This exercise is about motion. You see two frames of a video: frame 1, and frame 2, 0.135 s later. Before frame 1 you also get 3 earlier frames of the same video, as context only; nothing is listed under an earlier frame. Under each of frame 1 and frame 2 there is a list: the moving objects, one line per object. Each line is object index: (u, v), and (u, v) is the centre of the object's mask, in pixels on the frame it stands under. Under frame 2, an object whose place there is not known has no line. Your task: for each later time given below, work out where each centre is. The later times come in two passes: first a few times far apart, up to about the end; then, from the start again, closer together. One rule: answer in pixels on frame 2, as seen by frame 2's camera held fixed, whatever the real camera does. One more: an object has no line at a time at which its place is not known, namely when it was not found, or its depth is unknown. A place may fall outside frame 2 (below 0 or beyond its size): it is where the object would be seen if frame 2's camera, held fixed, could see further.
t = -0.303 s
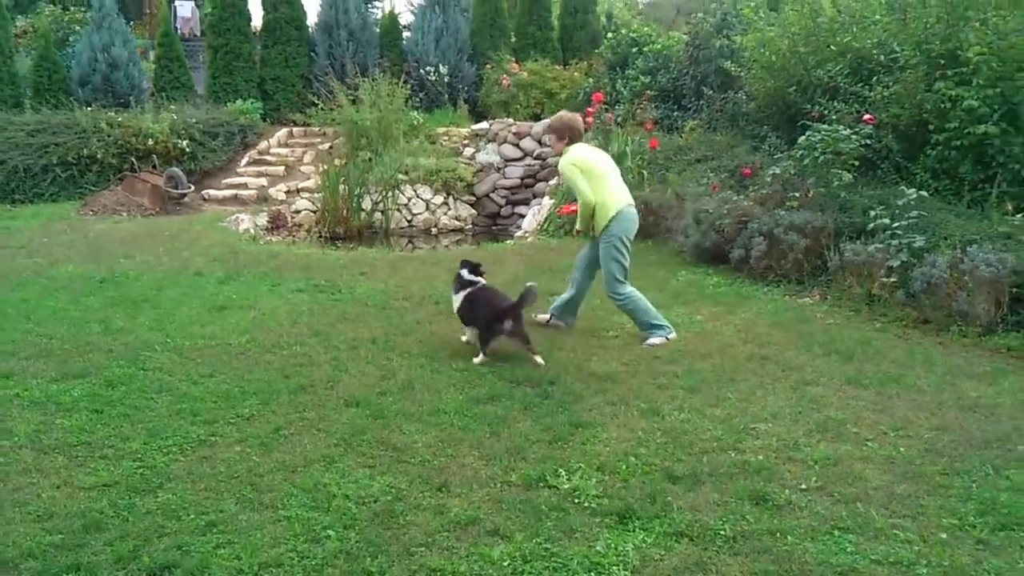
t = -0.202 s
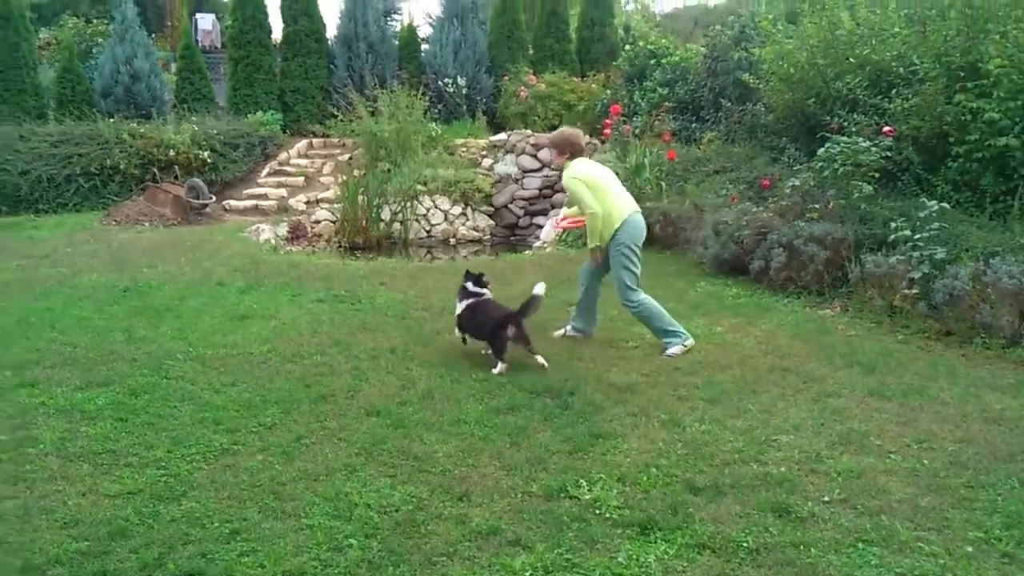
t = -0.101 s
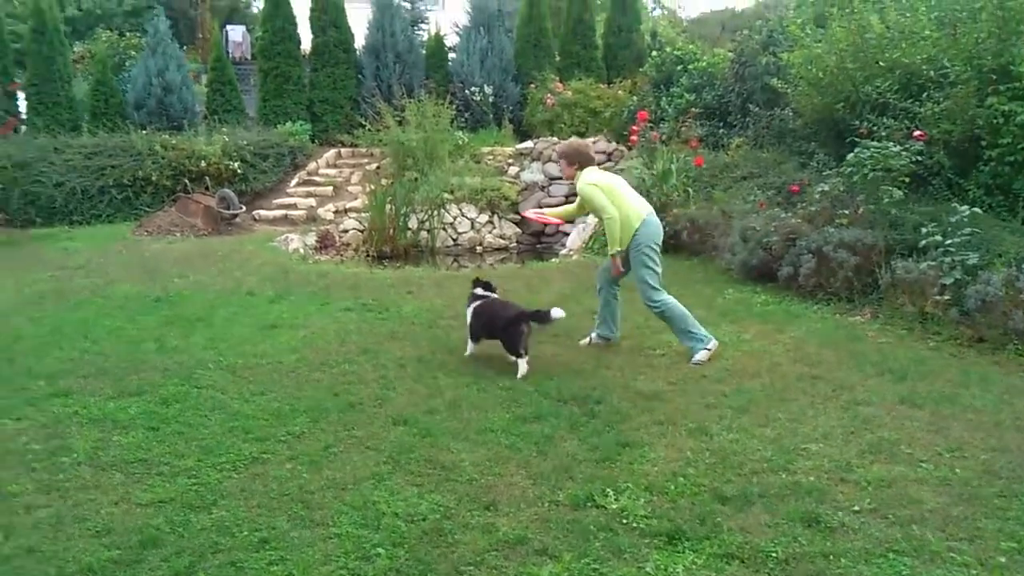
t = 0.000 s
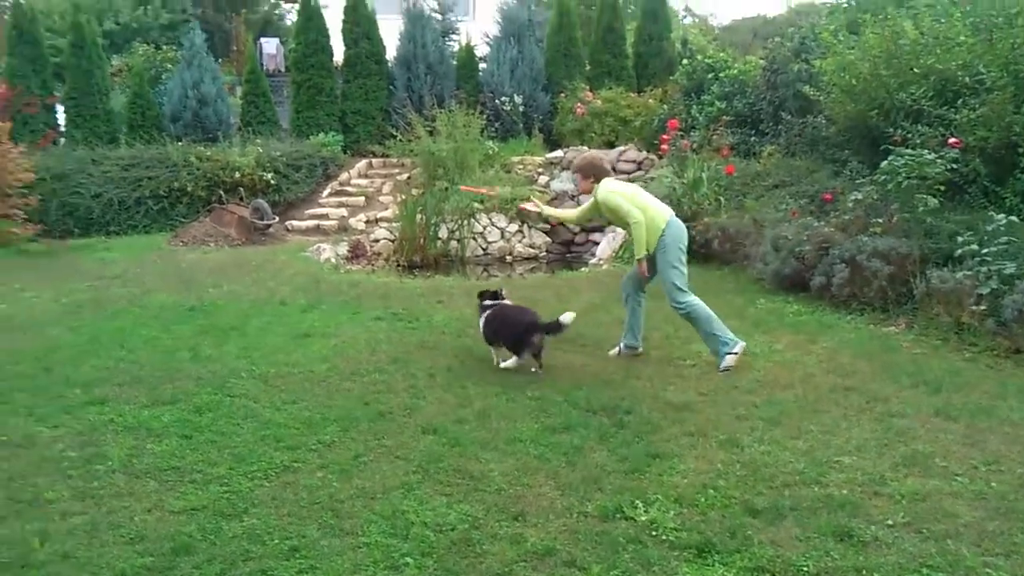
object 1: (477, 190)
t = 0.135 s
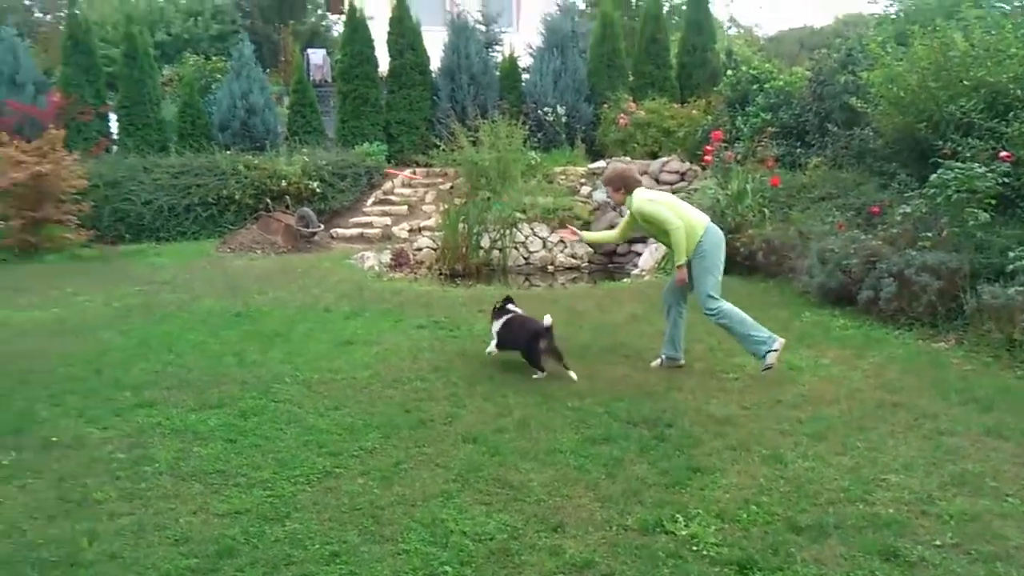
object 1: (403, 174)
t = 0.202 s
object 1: (350, 168)
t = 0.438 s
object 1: (202, 164)
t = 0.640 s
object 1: (100, 173)
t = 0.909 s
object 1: (-16, 196)
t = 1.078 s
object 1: (-83, 222)
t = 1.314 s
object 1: (-179, 273)
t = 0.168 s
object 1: (376, 171)
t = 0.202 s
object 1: (350, 168)
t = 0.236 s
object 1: (329, 166)
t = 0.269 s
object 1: (305, 165)
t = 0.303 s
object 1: (283, 165)
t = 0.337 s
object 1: (262, 164)
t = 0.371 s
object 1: (240, 164)
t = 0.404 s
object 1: (221, 165)
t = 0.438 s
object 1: (202, 164)
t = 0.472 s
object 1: (183, 165)
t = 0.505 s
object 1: (165, 166)
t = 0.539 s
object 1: (149, 168)
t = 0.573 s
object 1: (132, 170)
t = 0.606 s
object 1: (116, 171)
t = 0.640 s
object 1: (100, 173)
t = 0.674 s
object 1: (85, 174)
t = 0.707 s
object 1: (70, 177)
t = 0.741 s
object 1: (56, 179)
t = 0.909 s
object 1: (-16, 196)
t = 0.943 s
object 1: (-29, 200)
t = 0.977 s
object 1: (-43, 205)
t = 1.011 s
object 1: (-57, 210)
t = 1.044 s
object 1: (-69, 216)
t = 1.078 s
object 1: (-83, 222)
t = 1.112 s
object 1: (-97, 228)
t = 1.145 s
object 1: (-110, 234)
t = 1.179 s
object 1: (-123, 240)
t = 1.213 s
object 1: (-136, 247)
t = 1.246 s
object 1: (-150, 255)
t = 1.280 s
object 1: (-165, 264)
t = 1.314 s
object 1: (-179, 273)
